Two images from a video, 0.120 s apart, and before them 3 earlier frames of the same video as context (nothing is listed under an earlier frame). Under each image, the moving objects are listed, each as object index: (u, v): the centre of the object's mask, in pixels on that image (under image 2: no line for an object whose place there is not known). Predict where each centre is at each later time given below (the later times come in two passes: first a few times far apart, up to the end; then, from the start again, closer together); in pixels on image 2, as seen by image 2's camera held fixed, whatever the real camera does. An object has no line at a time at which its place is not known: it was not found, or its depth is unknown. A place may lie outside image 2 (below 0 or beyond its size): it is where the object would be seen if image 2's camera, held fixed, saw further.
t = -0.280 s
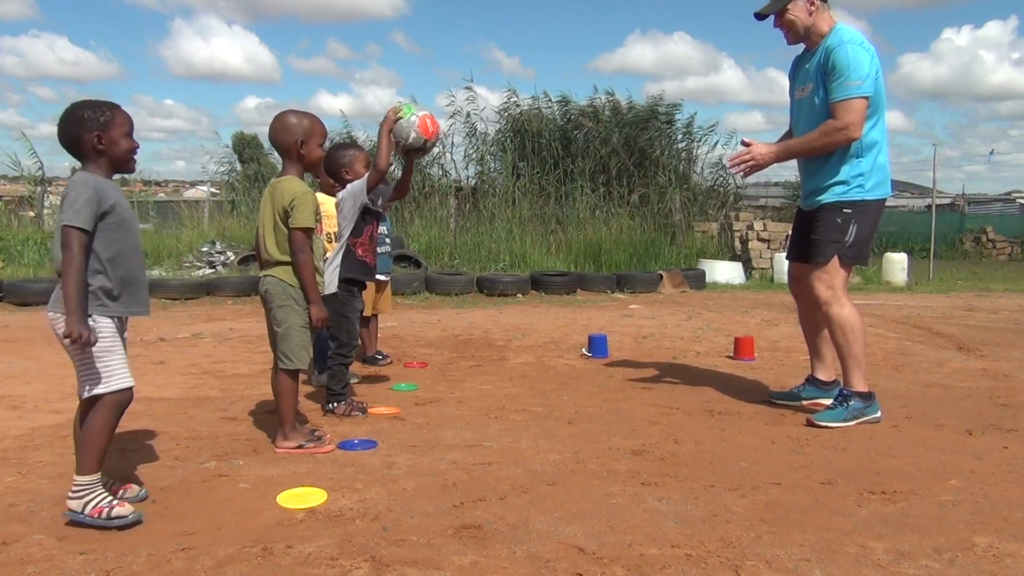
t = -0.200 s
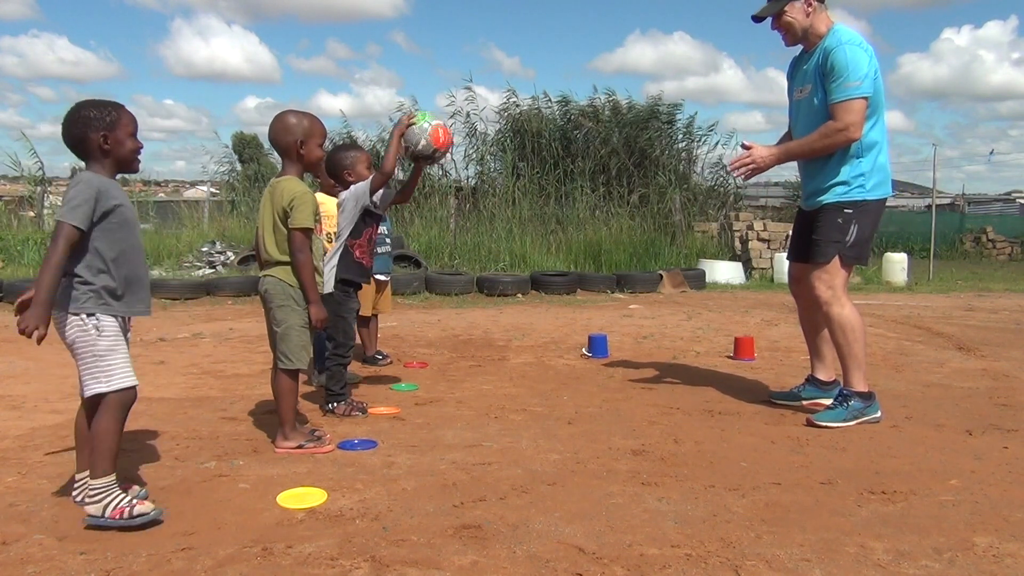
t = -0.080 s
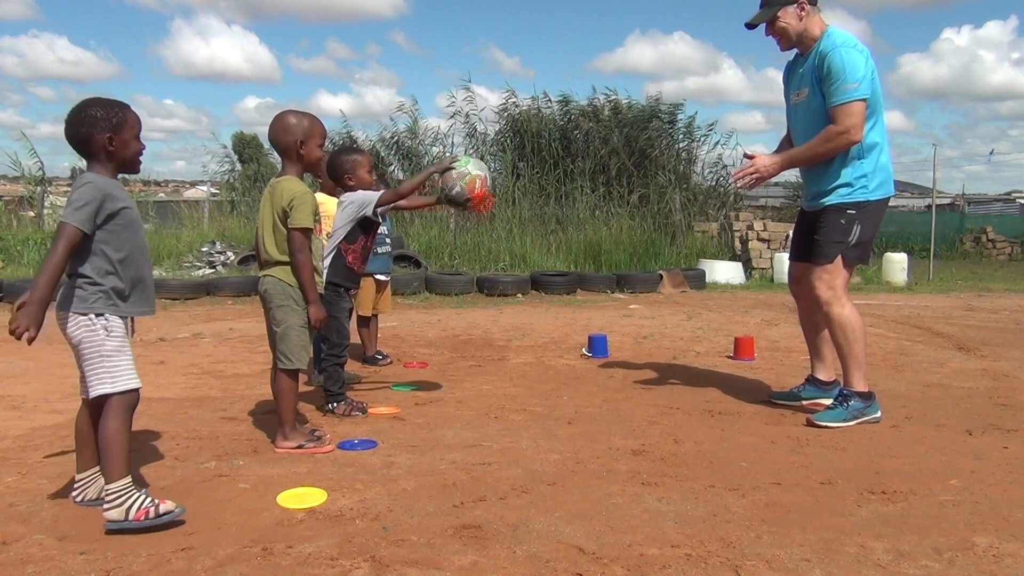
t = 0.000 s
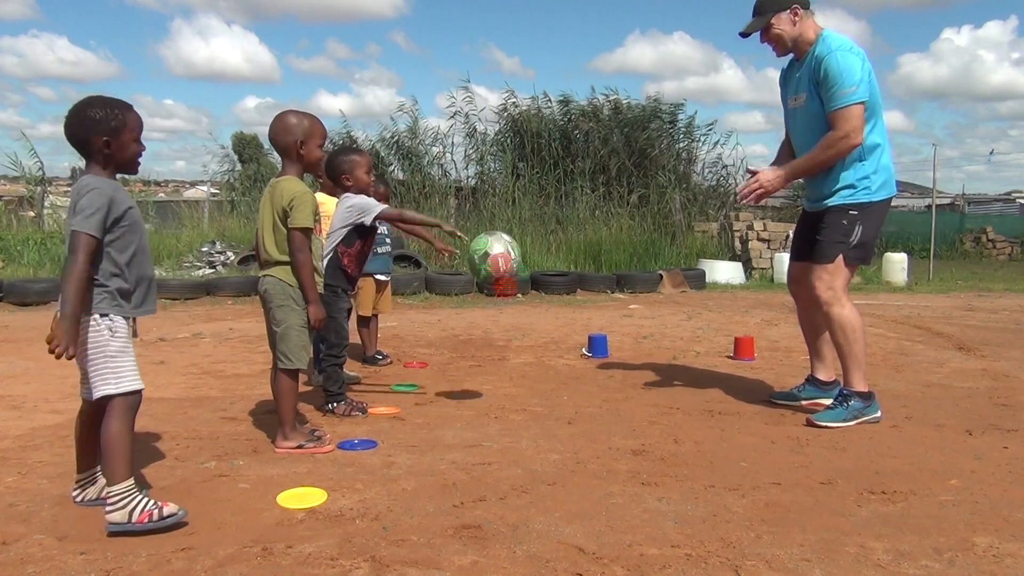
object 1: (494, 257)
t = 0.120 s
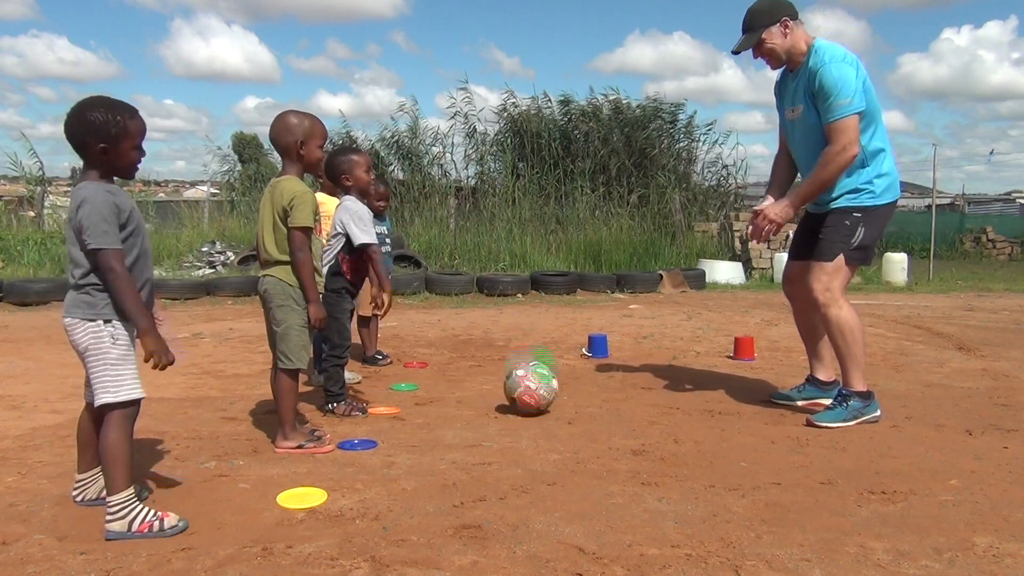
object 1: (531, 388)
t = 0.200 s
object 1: (531, 318)
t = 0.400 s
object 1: (532, 209)
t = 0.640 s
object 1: (530, 207)
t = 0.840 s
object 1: (525, 319)
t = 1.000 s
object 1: (526, 352)
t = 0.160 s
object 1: (531, 352)
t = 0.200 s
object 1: (531, 318)
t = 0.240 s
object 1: (532, 289)
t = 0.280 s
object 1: (532, 264)
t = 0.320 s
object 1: (532, 242)
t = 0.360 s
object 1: (532, 223)
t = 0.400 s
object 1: (532, 209)
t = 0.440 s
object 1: (532, 199)
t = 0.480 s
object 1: (532, 192)
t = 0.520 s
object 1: (532, 190)
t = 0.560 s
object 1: (531, 192)
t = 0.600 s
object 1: (530, 197)
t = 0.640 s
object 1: (530, 207)
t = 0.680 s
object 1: (529, 221)
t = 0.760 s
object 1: (527, 262)
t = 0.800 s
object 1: (526, 288)
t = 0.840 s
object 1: (525, 319)
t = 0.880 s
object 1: (523, 353)
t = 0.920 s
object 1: (522, 392)
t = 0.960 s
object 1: (524, 376)
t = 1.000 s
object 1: (526, 352)
